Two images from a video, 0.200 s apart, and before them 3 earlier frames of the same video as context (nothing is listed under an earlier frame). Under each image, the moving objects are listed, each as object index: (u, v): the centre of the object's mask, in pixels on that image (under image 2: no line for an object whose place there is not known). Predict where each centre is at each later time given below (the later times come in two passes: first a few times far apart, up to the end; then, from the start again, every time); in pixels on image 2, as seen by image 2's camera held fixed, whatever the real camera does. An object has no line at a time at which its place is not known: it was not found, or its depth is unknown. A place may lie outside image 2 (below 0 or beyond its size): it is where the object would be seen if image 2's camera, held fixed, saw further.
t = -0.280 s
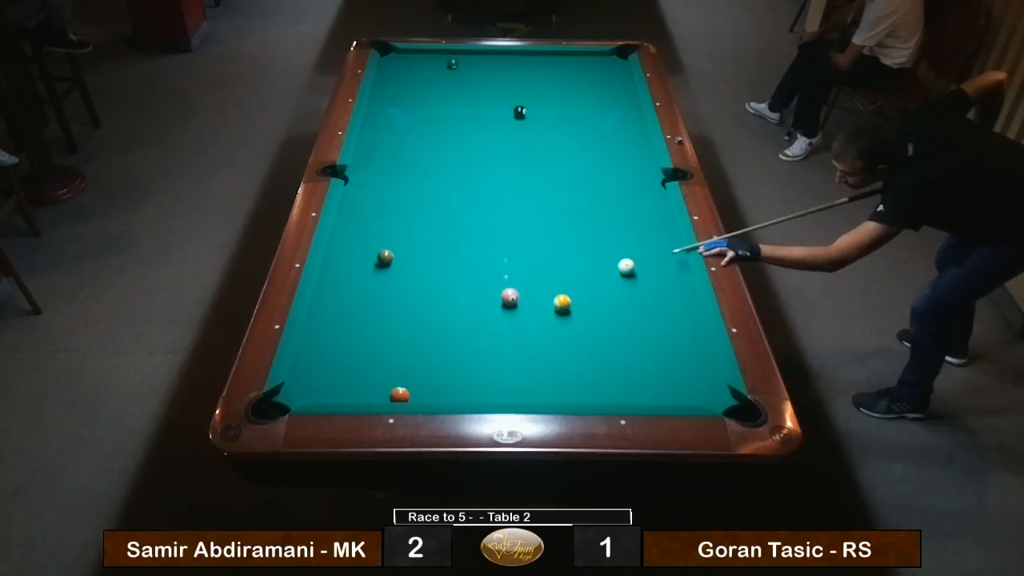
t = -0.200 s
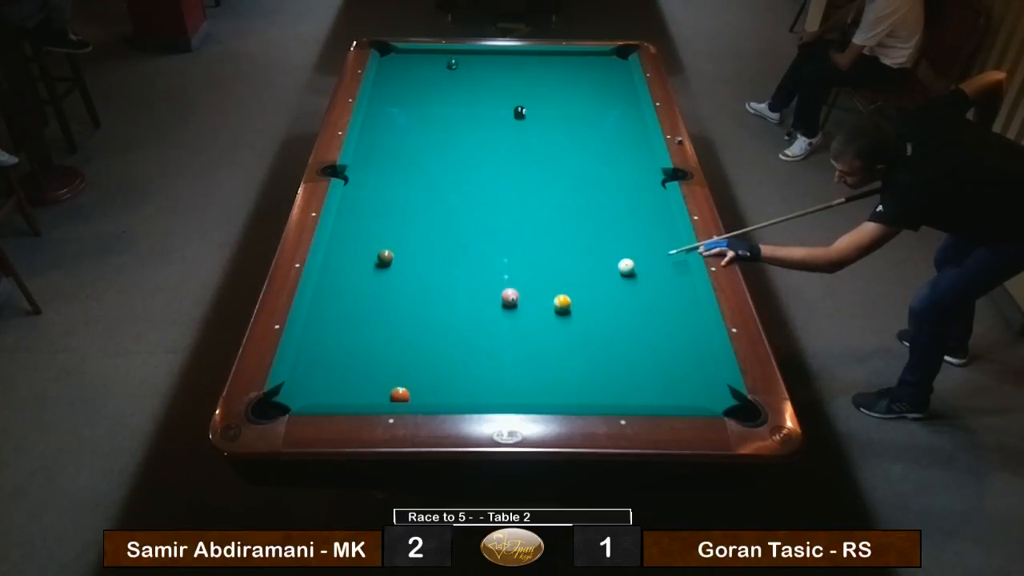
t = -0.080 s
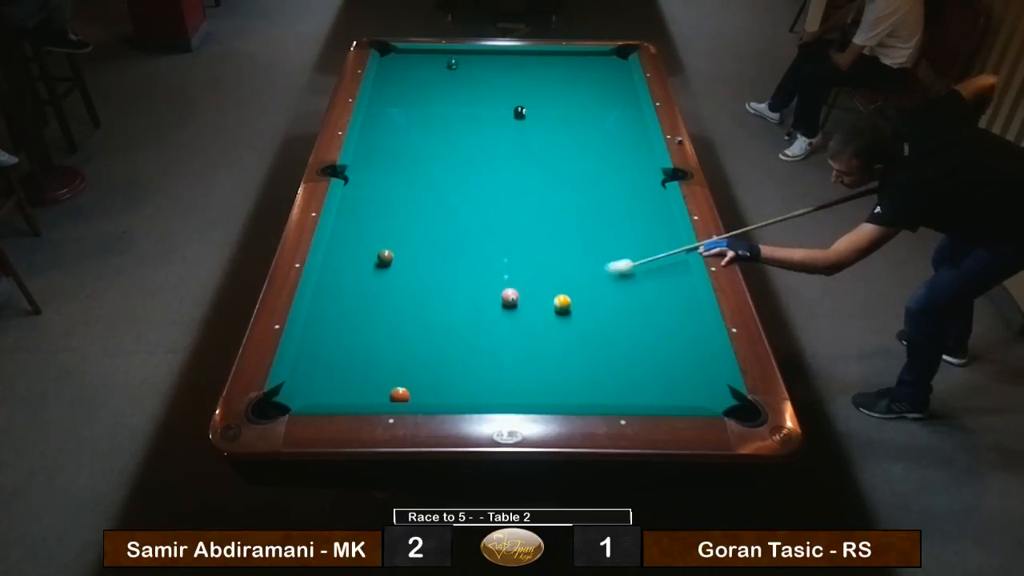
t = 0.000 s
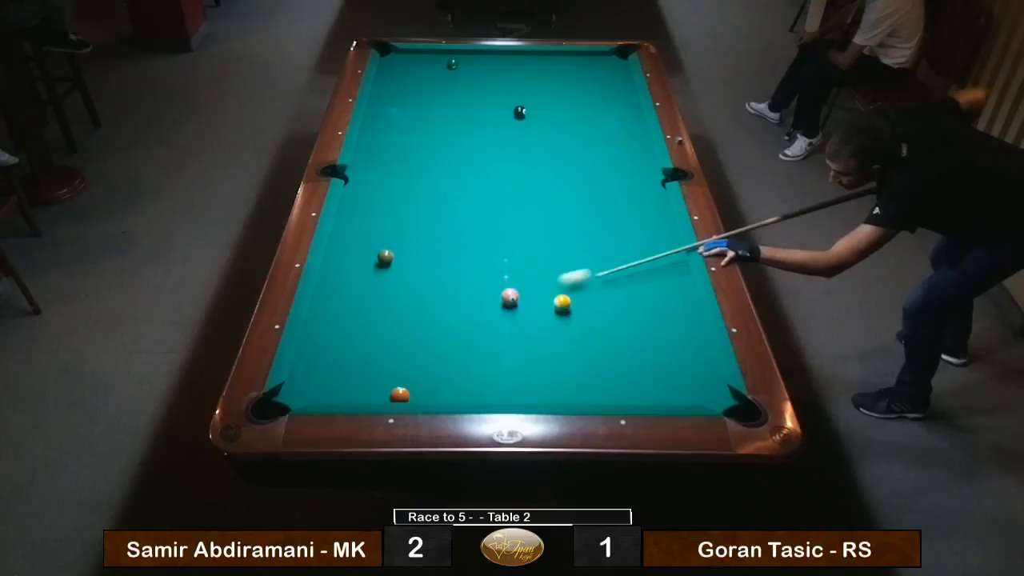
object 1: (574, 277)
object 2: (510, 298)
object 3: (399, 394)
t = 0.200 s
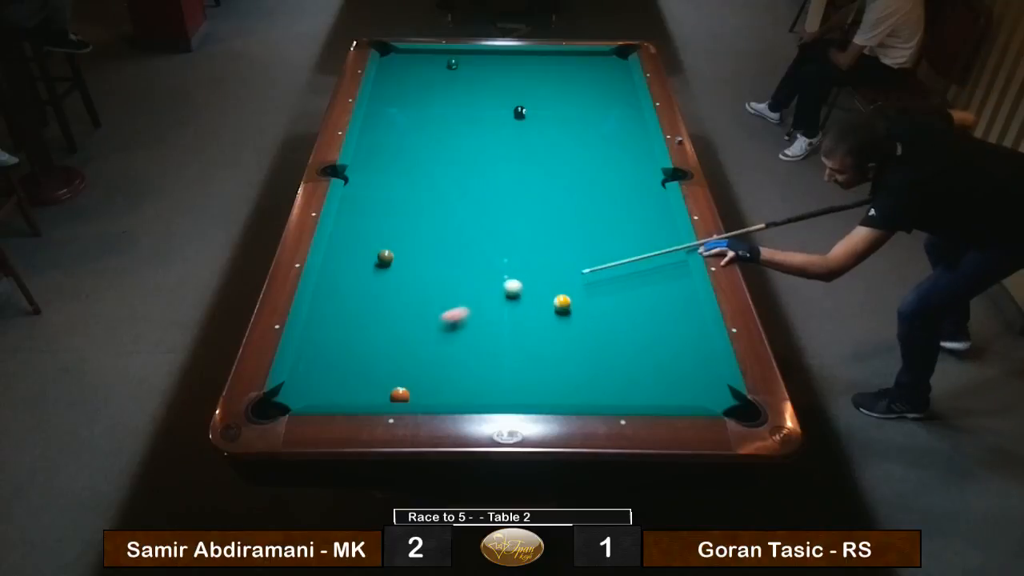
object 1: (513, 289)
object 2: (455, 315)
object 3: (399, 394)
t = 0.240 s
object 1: (506, 288)
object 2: (437, 323)
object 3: (399, 394)
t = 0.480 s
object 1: (460, 289)
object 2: (335, 360)
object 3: (399, 394)
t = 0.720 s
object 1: (414, 290)
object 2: (334, 389)
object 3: (399, 394)
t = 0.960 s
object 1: (369, 291)
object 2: (386, 385)
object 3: (400, 395)
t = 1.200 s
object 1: (325, 292)
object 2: (422, 367)
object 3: (406, 393)
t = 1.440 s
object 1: (337, 304)
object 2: (455, 346)
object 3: (411, 392)
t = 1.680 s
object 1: (355, 317)
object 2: (485, 328)
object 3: (415, 391)
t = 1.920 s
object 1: (372, 330)
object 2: (512, 312)
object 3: (417, 390)
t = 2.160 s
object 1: (389, 343)
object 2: (537, 297)
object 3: (417, 390)
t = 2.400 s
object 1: (406, 354)
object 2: (560, 283)
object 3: (417, 390)
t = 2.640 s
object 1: (421, 364)
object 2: (580, 271)
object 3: (417, 390)
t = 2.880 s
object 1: (436, 375)
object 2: (599, 260)
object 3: (418, 386)
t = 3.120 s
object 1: (450, 386)
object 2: (617, 250)
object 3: (418, 386)
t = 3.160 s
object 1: (452, 387)
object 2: (620, 248)
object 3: (418, 385)
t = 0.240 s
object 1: (506, 288)
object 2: (437, 323)
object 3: (399, 394)
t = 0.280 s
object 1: (499, 288)
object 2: (420, 329)
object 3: (399, 394)
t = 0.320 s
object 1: (491, 288)
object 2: (404, 335)
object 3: (399, 394)
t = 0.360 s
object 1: (483, 288)
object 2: (387, 341)
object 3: (399, 395)
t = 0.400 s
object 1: (475, 288)
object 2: (370, 347)
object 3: (399, 395)
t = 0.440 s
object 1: (468, 289)
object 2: (353, 353)
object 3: (399, 394)
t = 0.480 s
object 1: (460, 289)
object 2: (335, 360)
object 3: (399, 394)
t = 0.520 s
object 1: (452, 289)
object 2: (317, 367)
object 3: (399, 394)
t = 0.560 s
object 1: (444, 289)
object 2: (301, 374)
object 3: (399, 394)
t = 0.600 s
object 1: (437, 289)
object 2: (307, 378)
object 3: (399, 394)
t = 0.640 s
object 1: (429, 289)
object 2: (316, 381)
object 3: (399, 394)
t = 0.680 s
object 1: (422, 290)
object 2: (326, 385)
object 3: (399, 394)
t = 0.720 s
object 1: (414, 290)
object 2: (334, 389)
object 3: (399, 394)
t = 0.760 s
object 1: (406, 290)
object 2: (343, 393)
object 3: (399, 394)
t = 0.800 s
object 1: (399, 291)
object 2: (352, 395)
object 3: (399, 394)
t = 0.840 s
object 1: (391, 291)
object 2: (361, 393)
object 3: (399, 395)
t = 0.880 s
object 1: (384, 291)
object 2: (370, 391)
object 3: (399, 395)
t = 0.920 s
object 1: (376, 291)
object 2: (378, 389)
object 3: (399, 395)
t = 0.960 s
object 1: (369, 291)
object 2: (386, 385)
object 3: (400, 395)
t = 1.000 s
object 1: (361, 292)
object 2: (392, 382)
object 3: (401, 395)
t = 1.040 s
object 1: (354, 292)
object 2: (399, 378)
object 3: (402, 395)
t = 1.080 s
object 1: (347, 292)
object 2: (405, 375)
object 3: (403, 394)
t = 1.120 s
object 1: (340, 292)
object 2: (411, 372)
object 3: (405, 394)
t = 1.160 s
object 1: (332, 292)
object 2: (416, 370)
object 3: (406, 393)
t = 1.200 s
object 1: (325, 292)
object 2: (422, 367)
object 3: (406, 393)
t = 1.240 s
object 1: (321, 293)
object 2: (428, 362)
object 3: (407, 393)
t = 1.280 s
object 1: (324, 296)
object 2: (434, 358)
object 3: (408, 392)
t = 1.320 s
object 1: (328, 298)
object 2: (439, 355)
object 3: (409, 392)
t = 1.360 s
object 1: (331, 300)
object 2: (445, 353)
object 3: (410, 392)
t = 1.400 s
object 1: (334, 302)
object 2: (450, 350)
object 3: (411, 392)
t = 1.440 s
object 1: (337, 304)
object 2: (455, 346)
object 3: (411, 392)
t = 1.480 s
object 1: (340, 307)
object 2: (460, 343)
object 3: (412, 391)
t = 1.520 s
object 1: (343, 309)
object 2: (466, 340)
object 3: (412, 391)
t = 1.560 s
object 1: (346, 311)
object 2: (471, 337)
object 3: (413, 391)
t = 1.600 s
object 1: (349, 313)
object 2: (475, 334)
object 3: (414, 391)
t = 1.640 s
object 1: (352, 315)
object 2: (480, 331)
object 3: (414, 391)
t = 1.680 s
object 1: (355, 317)
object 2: (485, 328)
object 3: (415, 391)
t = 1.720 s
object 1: (358, 320)
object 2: (490, 325)
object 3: (415, 391)
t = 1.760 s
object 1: (361, 322)
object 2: (495, 322)
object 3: (415, 390)
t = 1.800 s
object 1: (364, 324)
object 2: (499, 319)
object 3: (416, 390)
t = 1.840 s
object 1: (367, 326)
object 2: (504, 317)
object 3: (416, 390)
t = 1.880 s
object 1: (369, 328)
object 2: (508, 314)
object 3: (416, 390)
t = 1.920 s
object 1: (372, 330)
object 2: (512, 312)
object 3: (417, 390)
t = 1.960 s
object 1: (375, 333)
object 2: (517, 309)
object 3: (417, 390)
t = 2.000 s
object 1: (379, 333)
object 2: (521, 307)
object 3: (417, 390)
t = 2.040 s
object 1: (381, 337)
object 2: (525, 304)
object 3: (417, 390)
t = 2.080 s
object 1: (384, 338)
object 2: (529, 302)
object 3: (417, 390)
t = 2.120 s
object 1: (386, 341)
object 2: (533, 299)
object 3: (417, 390)
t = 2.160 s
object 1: (389, 343)
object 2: (537, 297)
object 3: (417, 390)
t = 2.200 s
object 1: (392, 344)
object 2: (541, 295)
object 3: (417, 390)
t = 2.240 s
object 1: (395, 345)
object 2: (545, 292)
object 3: (417, 390)
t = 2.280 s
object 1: (398, 348)
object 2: (549, 290)
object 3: (417, 390)
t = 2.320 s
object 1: (400, 350)
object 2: (552, 287)
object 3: (417, 390)
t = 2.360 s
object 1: (403, 352)
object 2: (556, 285)
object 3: (417, 390)
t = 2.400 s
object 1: (406, 354)
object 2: (560, 283)
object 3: (417, 390)
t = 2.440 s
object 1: (408, 355)
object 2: (563, 281)
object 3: (417, 390)
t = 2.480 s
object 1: (411, 357)
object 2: (567, 279)
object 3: (417, 390)
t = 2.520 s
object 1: (414, 359)
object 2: (570, 277)
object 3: (417, 390)
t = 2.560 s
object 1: (416, 361)
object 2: (574, 275)
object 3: (418, 387)
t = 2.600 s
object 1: (419, 362)
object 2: (577, 273)
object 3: (418, 387)
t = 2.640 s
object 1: (421, 364)
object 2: (580, 271)
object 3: (417, 390)
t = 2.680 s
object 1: (424, 366)
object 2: (584, 269)
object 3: (417, 390)
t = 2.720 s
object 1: (426, 368)
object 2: (587, 267)
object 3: (418, 386)
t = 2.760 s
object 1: (429, 370)
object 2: (590, 265)
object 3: (418, 386)
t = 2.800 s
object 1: (431, 372)
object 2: (593, 263)
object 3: (418, 386)
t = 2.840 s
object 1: (433, 374)
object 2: (596, 262)
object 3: (418, 386)
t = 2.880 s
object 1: (436, 375)
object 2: (599, 260)
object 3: (418, 386)
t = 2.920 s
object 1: (438, 377)
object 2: (602, 258)
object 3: (418, 386)
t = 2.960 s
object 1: (441, 379)
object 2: (605, 256)
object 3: (418, 386)
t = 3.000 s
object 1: (443, 381)
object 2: (609, 255)
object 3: (418, 386)
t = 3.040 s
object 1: (445, 382)
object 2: (611, 253)
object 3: (418, 386)
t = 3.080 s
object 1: (447, 384)
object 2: (614, 251)
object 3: (418, 386)
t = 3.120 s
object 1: (450, 386)
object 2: (617, 250)
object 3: (418, 386)
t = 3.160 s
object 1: (452, 387)
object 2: (620, 248)
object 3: (418, 385)
